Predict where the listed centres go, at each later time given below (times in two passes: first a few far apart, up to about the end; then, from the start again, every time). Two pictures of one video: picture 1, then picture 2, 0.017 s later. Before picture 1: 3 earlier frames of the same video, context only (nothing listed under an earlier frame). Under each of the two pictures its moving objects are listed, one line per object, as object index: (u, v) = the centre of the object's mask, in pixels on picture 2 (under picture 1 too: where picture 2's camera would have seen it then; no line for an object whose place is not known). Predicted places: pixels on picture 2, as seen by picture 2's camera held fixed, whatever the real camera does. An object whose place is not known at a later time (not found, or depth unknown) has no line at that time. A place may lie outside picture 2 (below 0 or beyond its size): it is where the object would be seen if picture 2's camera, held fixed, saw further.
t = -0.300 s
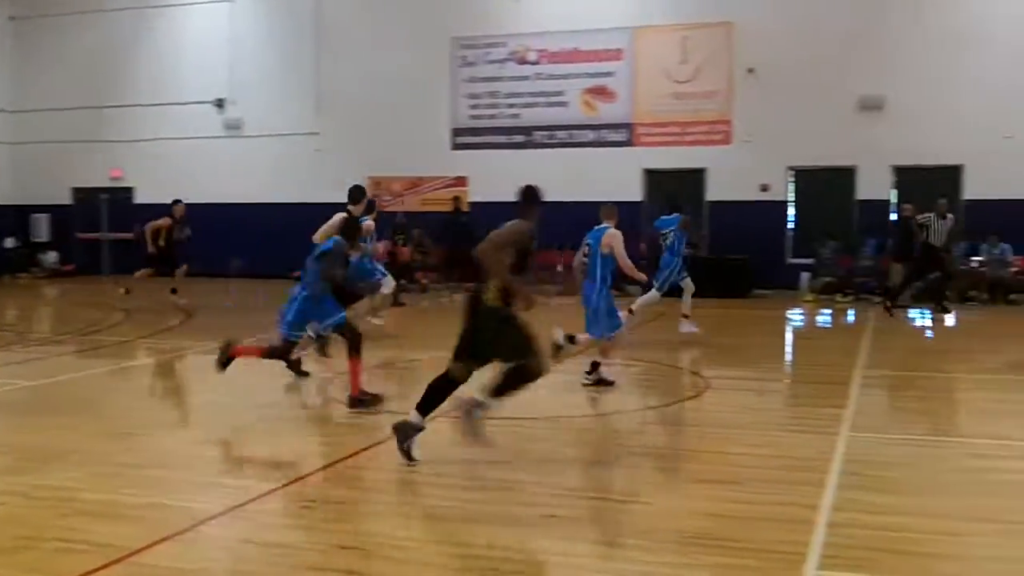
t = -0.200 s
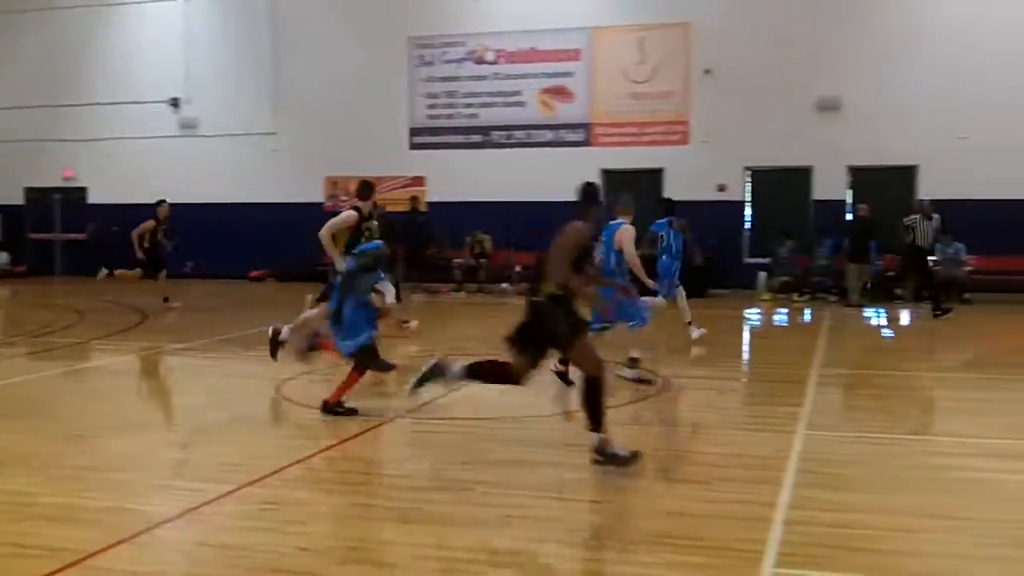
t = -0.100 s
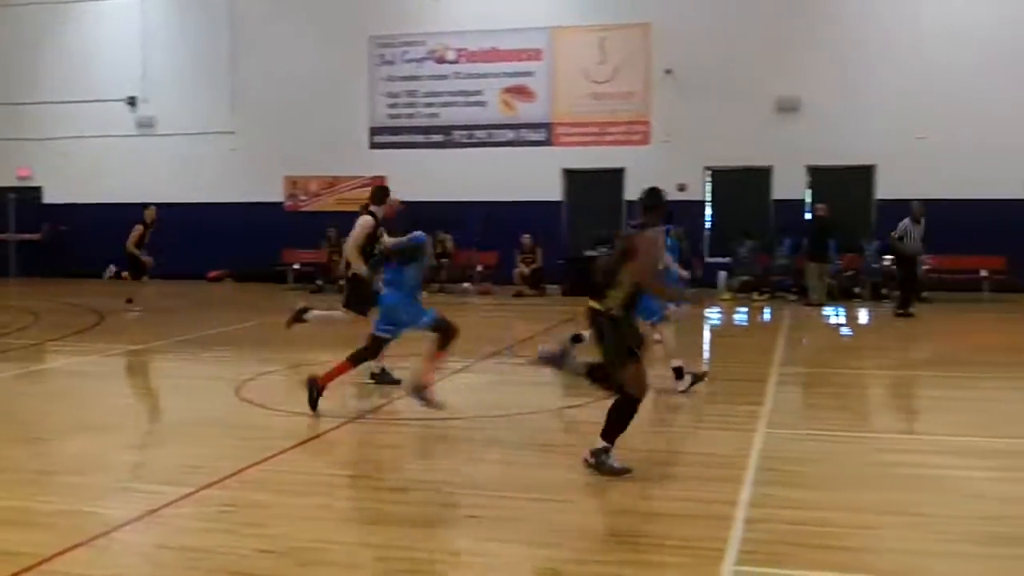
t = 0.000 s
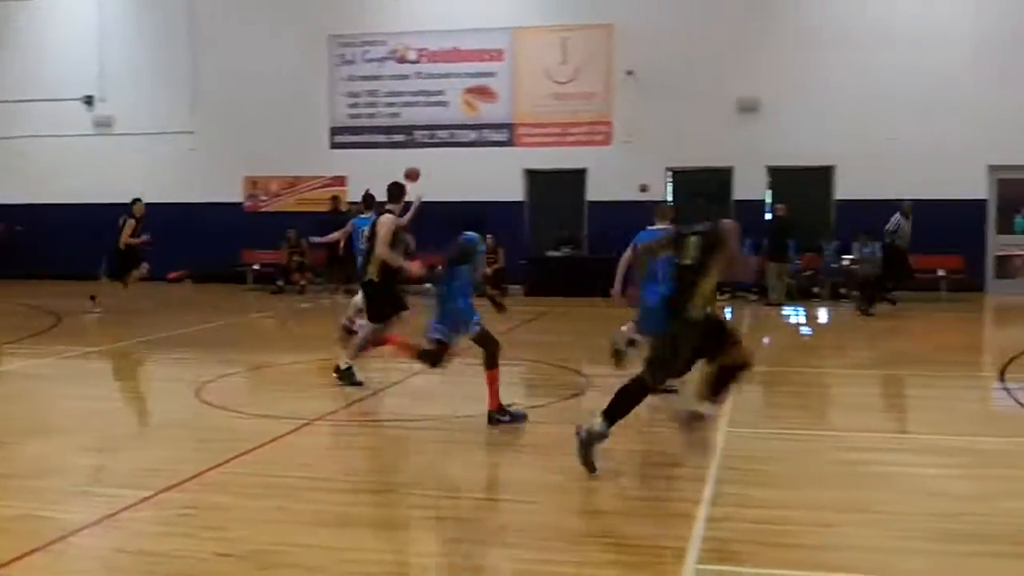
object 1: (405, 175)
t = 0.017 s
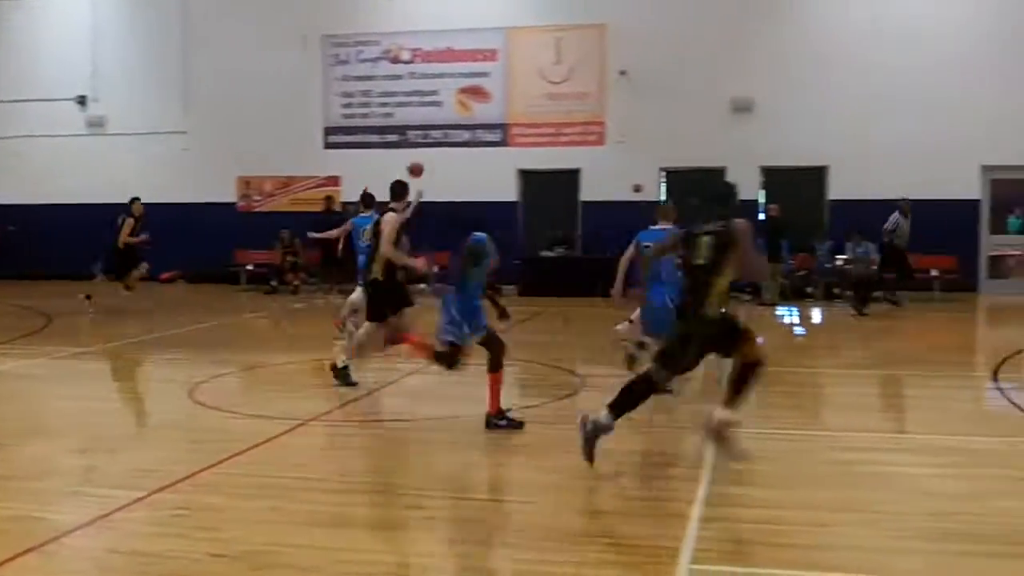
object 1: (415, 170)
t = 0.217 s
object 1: (547, 116)
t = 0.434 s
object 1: (733, 74)
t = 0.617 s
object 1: (938, 60)
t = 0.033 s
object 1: (425, 165)
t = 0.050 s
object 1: (435, 160)
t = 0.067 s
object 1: (445, 155)
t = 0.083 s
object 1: (455, 151)
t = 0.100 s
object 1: (466, 148)
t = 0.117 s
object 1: (477, 142)
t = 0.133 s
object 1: (489, 134)
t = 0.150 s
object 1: (500, 133)
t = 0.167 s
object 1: (511, 129)
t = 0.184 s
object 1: (523, 124)
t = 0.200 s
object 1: (535, 120)
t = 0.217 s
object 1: (547, 116)
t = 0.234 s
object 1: (560, 112)
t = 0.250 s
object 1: (572, 108)
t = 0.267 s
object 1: (586, 105)
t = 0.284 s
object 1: (600, 101)
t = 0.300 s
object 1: (613, 98)
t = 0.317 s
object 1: (627, 94)
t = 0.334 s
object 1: (641, 91)
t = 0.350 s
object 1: (656, 88)
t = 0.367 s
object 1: (671, 85)
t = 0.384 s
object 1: (685, 82)
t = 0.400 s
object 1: (701, 79)
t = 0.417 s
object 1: (717, 77)
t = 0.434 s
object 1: (733, 74)
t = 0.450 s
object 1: (749, 72)
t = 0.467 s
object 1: (766, 70)
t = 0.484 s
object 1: (784, 68)
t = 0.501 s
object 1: (802, 66)
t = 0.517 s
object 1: (820, 64)
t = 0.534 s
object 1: (839, 63)
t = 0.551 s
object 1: (859, 62)
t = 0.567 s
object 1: (878, 61)
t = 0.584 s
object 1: (898, 60)
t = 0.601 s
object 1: (918, 59)
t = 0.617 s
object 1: (938, 60)
